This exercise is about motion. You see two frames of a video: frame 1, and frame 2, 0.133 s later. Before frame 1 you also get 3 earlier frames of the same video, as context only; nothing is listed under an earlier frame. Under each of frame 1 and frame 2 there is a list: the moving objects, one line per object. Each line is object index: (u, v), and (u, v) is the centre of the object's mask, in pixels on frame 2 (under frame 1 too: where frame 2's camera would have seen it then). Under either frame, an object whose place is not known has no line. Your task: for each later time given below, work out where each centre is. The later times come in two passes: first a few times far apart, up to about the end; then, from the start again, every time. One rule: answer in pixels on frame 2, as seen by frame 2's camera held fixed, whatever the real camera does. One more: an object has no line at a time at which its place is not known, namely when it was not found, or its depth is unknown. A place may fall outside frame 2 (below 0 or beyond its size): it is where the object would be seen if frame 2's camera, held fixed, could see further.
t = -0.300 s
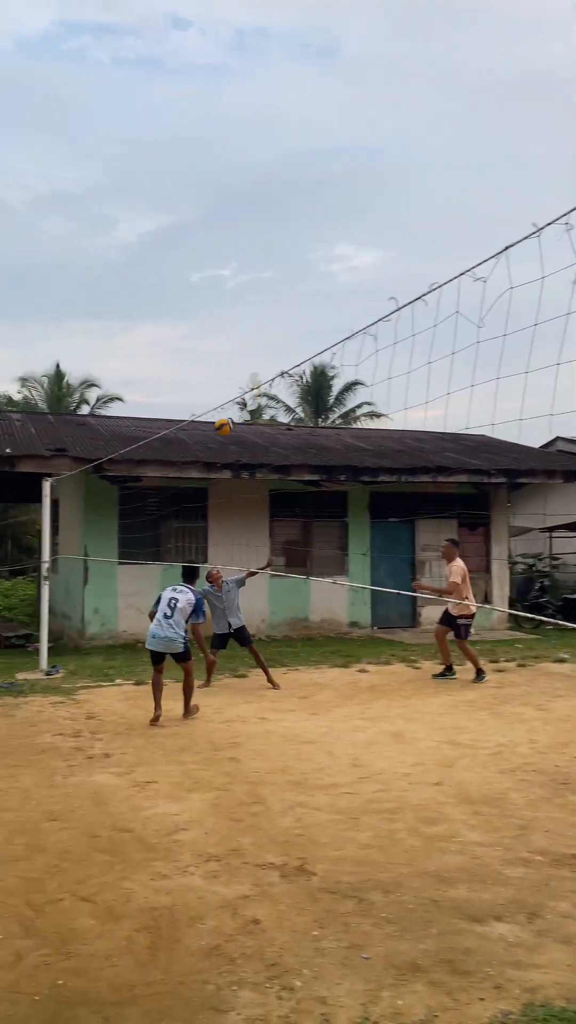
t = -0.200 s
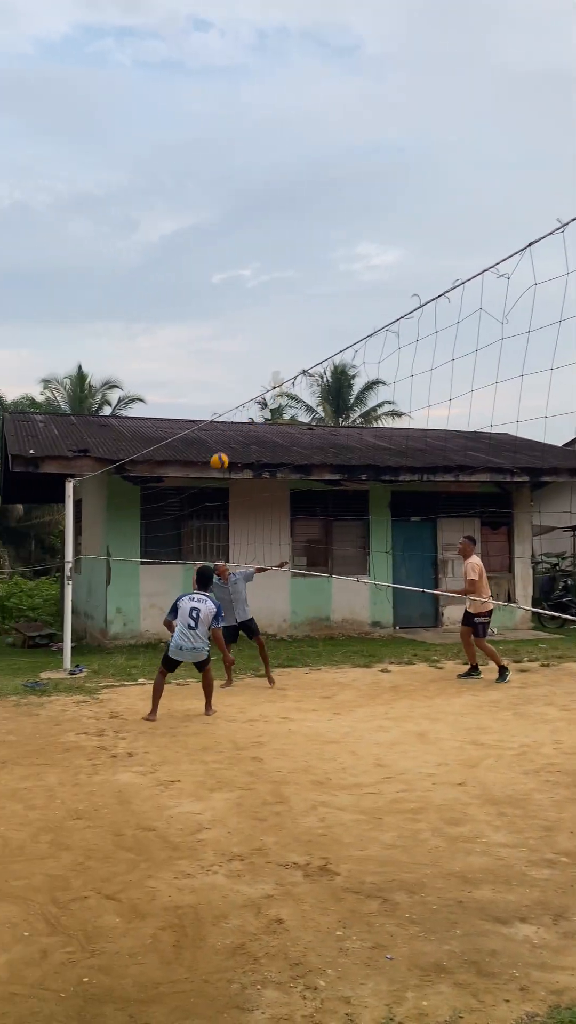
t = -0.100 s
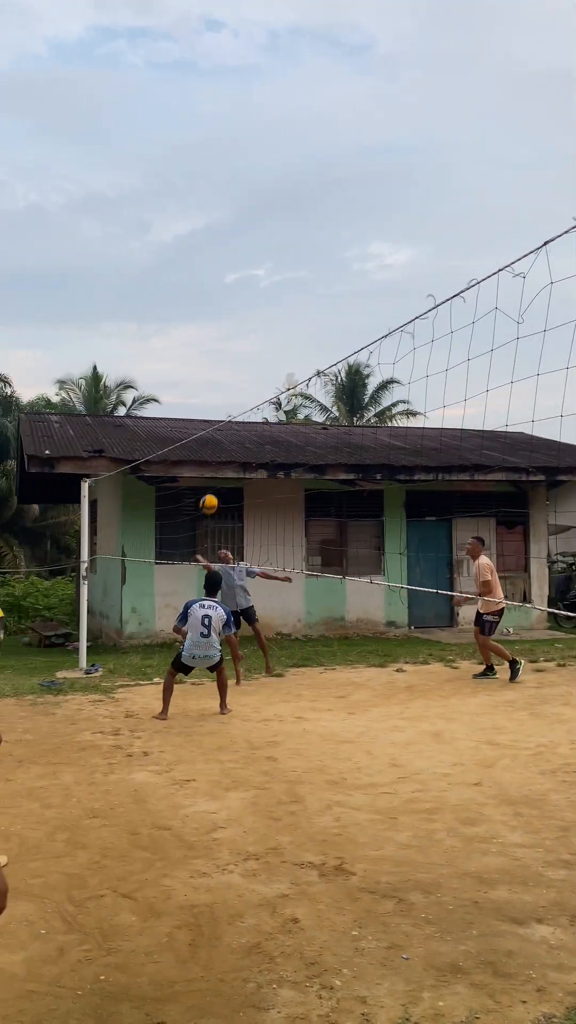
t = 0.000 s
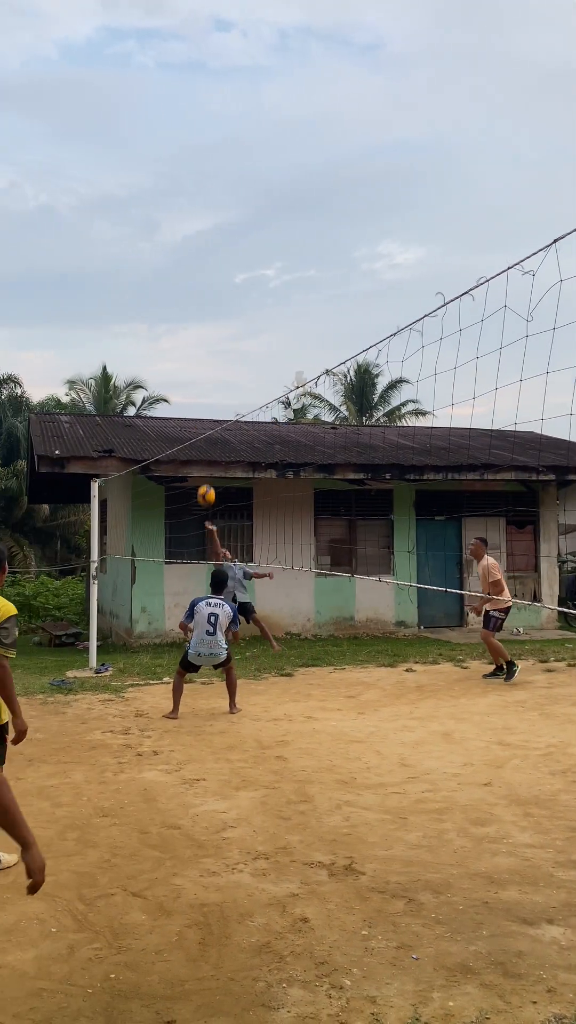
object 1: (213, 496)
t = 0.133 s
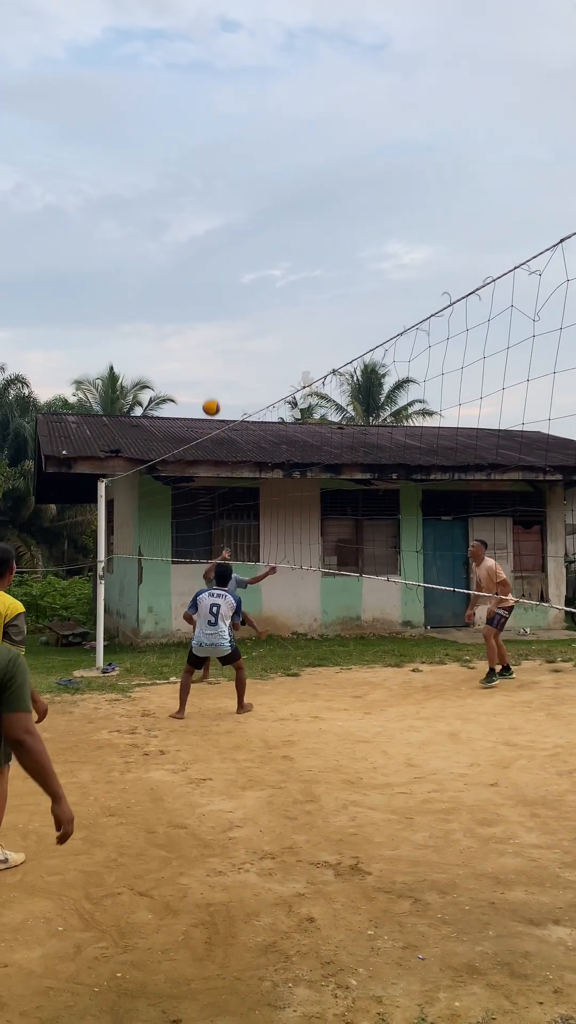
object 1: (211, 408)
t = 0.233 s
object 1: (210, 348)
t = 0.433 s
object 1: (207, 249)
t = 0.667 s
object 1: (203, 171)
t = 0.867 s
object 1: (201, 145)
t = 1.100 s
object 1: (199, 172)
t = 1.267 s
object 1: (197, 243)
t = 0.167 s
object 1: (211, 387)
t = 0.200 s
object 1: (210, 367)
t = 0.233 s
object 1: (210, 348)
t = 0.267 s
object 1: (210, 330)
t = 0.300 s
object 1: (209, 312)
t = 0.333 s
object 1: (209, 295)
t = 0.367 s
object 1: (208, 279)
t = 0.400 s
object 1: (207, 263)
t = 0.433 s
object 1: (207, 249)
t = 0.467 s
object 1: (206, 235)
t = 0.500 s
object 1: (206, 222)
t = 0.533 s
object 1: (205, 210)
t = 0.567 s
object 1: (204, 199)
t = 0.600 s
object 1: (204, 188)
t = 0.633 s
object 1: (204, 179)
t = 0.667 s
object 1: (203, 171)
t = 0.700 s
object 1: (203, 164)
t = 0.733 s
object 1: (202, 158)
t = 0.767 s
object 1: (202, 153)
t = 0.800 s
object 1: (201, 149)
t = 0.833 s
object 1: (201, 146)
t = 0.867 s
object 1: (201, 145)
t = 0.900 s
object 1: (200, 145)
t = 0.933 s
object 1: (200, 146)
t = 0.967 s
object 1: (200, 148)
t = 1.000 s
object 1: (199, 152)
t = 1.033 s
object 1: (199, 157)
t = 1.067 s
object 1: (199, 164)
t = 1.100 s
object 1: (199, 172)
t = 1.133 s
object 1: (198, 183)
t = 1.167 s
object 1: (198, 195)
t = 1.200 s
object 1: (198, 209)
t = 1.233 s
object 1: (197, 225)
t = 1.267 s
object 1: (197, 243)
